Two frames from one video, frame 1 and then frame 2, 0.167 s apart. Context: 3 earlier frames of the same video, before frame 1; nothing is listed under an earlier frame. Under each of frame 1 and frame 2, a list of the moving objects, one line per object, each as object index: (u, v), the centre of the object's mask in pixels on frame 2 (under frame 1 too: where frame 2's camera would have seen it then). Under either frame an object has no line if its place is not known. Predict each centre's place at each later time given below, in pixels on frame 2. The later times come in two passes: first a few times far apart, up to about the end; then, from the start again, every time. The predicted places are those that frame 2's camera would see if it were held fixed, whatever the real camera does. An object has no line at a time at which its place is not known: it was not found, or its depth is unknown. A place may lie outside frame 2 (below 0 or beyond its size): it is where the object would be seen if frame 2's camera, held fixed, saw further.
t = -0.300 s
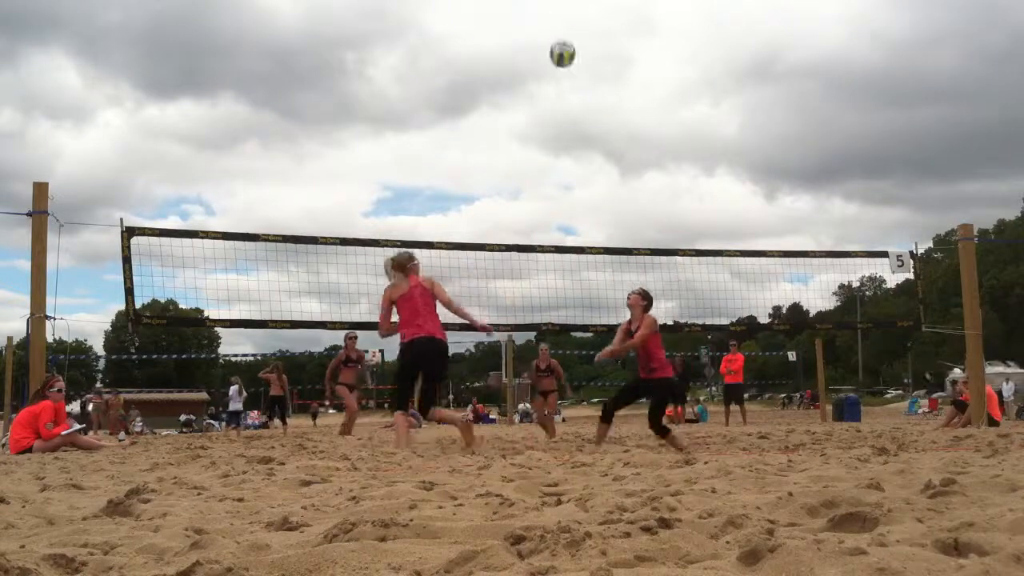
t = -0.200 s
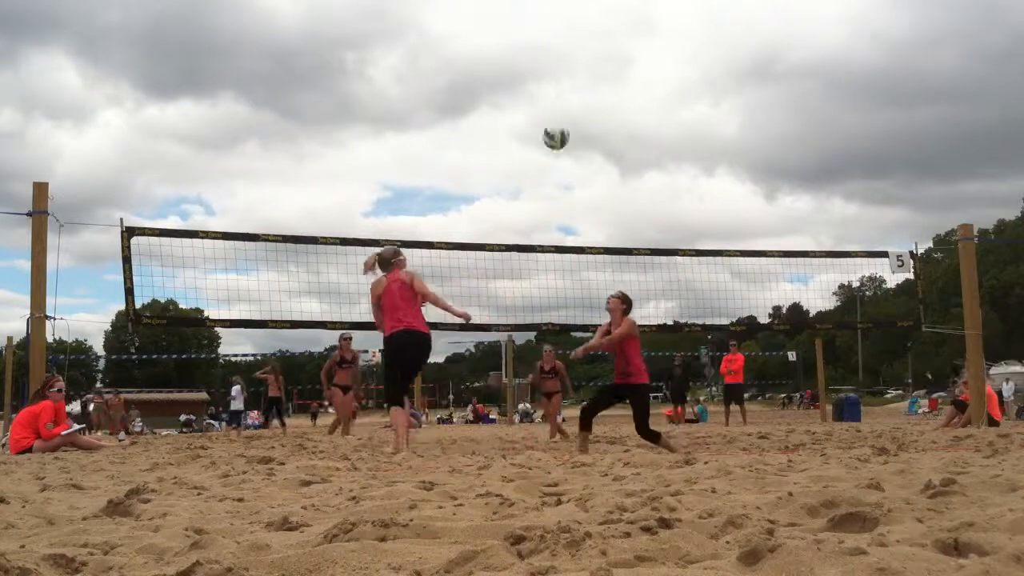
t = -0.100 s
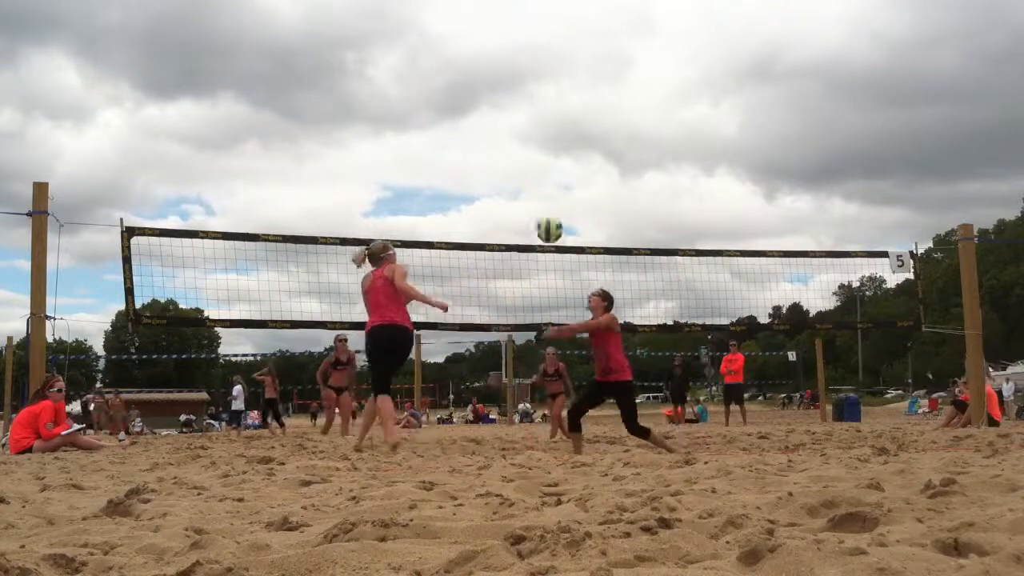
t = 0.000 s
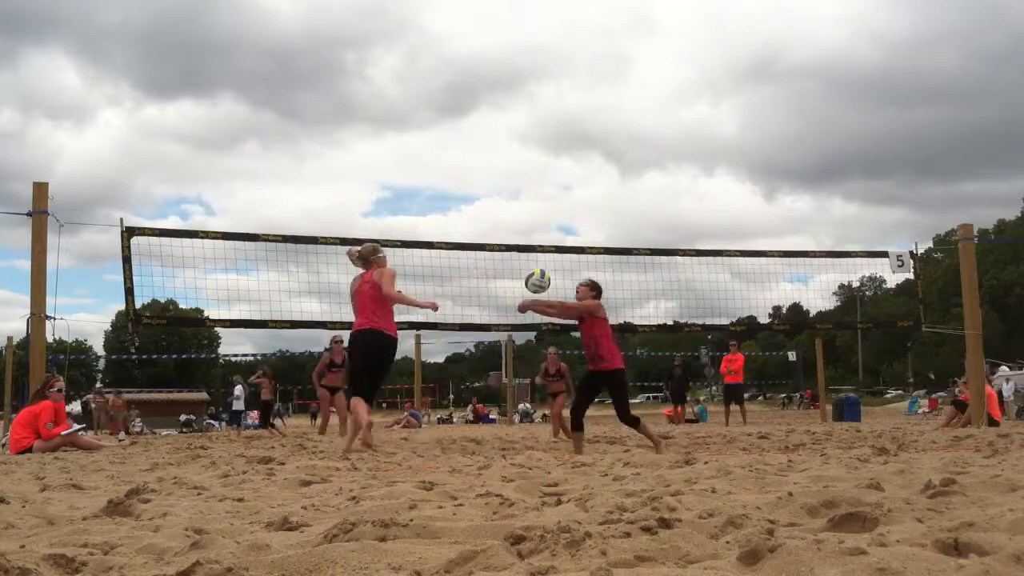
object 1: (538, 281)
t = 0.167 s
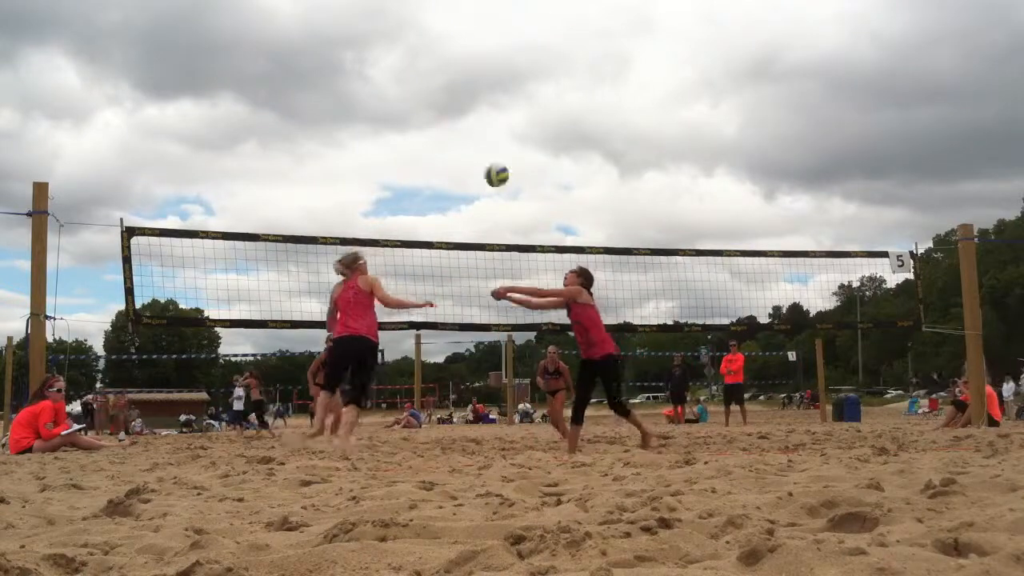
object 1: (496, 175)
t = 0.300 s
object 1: (464, 118)
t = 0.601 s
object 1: (400, 61)
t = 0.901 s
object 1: (343, 97)
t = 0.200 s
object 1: (488, 158)
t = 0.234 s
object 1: (480, 143)
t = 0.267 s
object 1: (472, 130)
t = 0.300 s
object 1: (464, 118)
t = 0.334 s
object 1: (457, 105)
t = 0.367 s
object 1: (449, 96)
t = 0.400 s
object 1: (442, 89)
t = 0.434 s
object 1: (435, 82)
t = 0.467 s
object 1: (428, 74)
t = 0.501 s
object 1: (420, 70)
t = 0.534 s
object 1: (413, 66)
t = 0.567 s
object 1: (407, 63)
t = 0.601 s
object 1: (400, 61)
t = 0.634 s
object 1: (393, 61)
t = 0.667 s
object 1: (387, 62)
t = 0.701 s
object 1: (380, 63)
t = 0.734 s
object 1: (374, 67)
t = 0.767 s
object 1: (368, 71)
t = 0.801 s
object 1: (361, 76)
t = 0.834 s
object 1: (355, 82)
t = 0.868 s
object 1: (349, 90)
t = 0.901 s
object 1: (343, 97)
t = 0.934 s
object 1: (336, 106)
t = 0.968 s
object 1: (330, 116)
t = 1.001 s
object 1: (324, 127)
